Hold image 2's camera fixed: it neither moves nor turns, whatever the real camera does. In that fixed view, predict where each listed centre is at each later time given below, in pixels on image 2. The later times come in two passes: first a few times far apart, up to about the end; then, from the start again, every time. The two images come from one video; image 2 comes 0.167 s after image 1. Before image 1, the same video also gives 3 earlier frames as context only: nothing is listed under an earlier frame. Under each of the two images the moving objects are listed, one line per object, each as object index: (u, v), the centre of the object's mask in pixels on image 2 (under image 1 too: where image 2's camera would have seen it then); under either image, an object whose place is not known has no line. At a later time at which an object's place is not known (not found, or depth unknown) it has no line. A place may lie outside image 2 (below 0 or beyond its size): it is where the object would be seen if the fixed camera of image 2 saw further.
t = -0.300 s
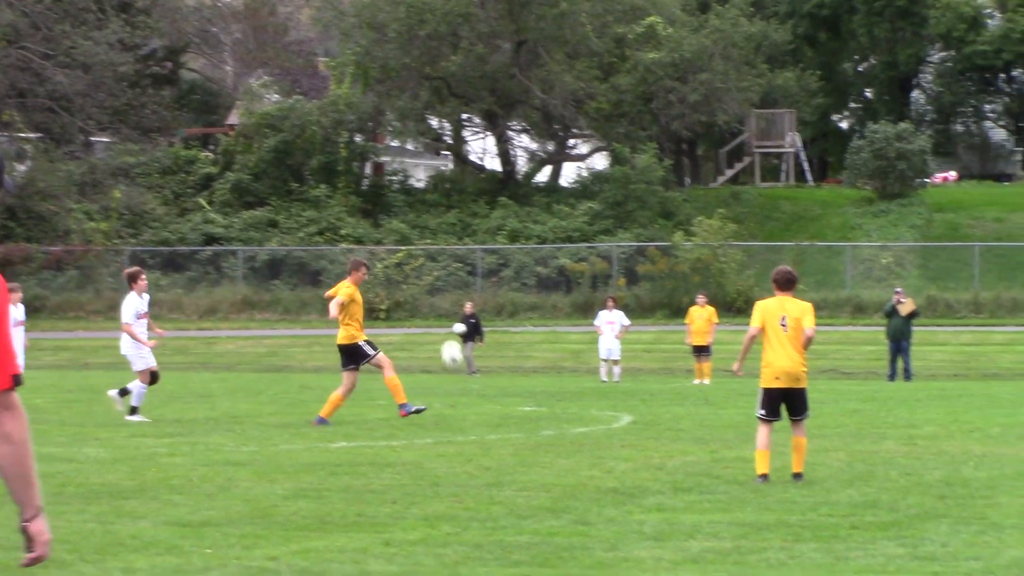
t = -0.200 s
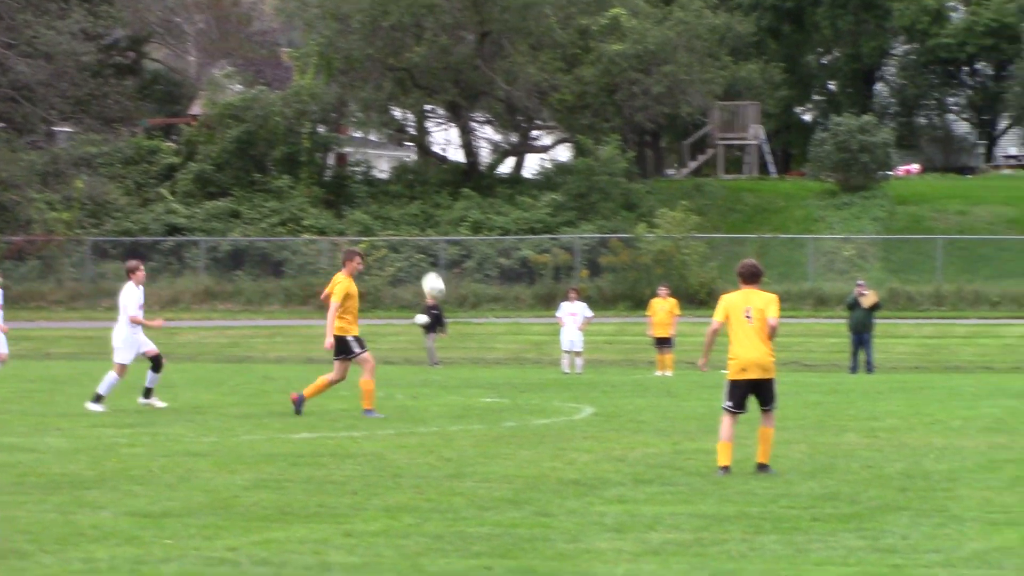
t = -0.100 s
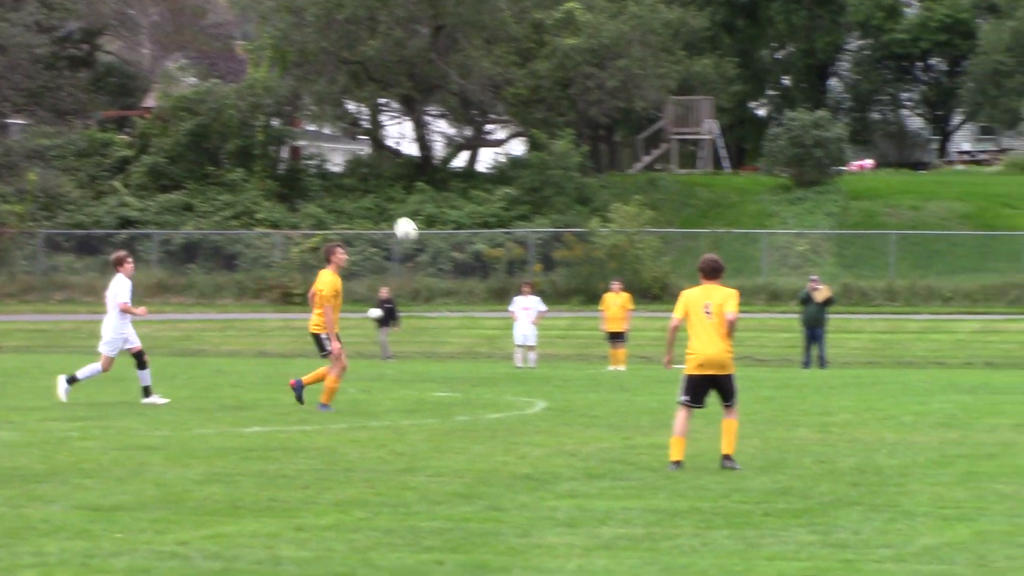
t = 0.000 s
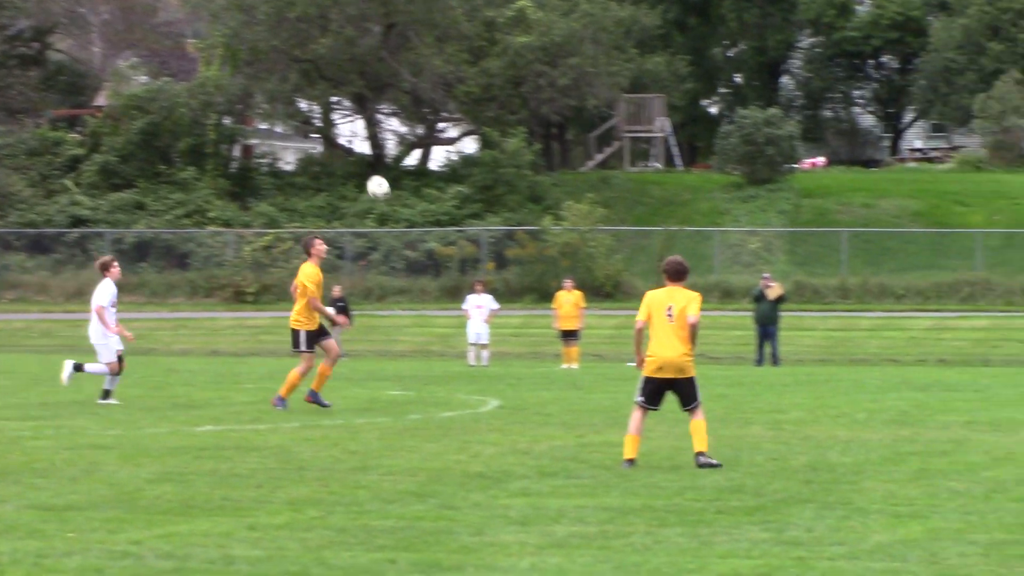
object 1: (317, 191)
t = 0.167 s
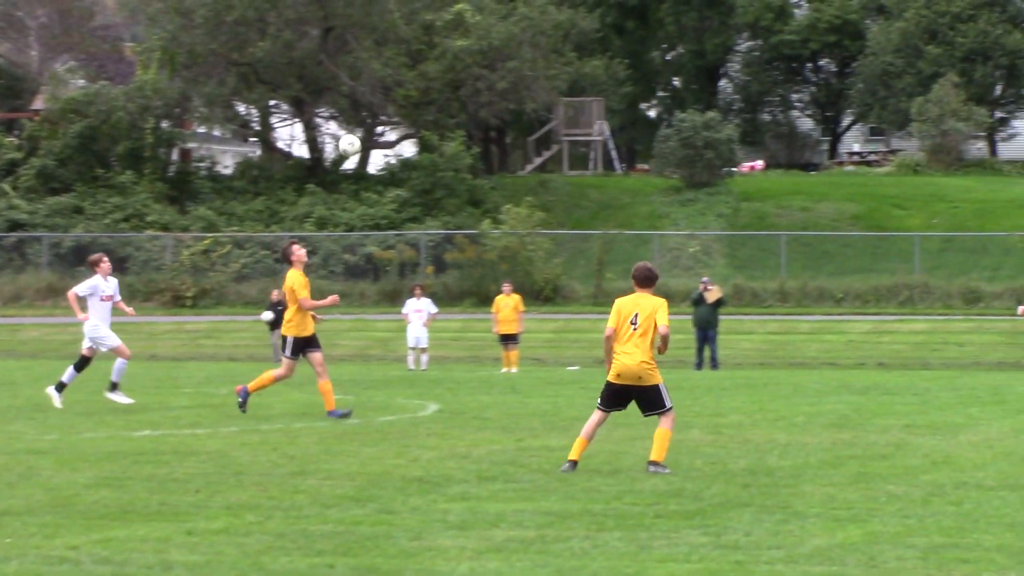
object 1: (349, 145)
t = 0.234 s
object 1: (362, 135)
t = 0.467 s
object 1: (406, 129)
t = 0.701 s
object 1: (450, 177)
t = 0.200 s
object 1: (356, 140)
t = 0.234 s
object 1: (362, 135)
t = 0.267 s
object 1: (368, 131)
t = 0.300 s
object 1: (375, 128)
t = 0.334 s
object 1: (381, 126)
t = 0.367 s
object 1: (387, 125)
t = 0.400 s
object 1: (393, 126)
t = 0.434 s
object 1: (400, 127)
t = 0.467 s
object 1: (406, 129)
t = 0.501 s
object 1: (413, 133)
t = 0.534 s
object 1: (419, 138)
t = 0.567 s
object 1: (425, 143)
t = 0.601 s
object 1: (431, 150)
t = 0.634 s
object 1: (437, 158)
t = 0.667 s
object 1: (444, 167)
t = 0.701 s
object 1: (450, 177)
